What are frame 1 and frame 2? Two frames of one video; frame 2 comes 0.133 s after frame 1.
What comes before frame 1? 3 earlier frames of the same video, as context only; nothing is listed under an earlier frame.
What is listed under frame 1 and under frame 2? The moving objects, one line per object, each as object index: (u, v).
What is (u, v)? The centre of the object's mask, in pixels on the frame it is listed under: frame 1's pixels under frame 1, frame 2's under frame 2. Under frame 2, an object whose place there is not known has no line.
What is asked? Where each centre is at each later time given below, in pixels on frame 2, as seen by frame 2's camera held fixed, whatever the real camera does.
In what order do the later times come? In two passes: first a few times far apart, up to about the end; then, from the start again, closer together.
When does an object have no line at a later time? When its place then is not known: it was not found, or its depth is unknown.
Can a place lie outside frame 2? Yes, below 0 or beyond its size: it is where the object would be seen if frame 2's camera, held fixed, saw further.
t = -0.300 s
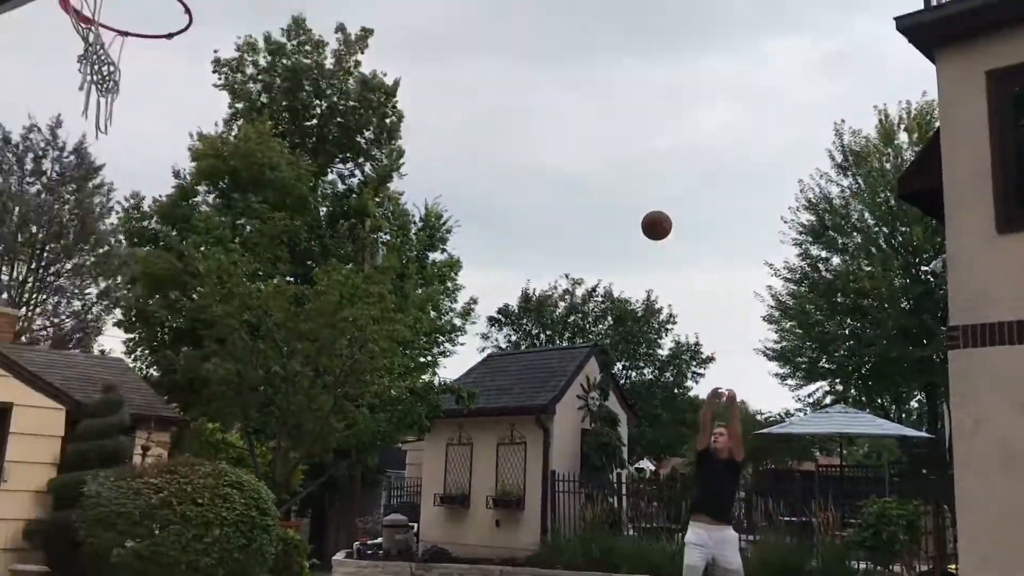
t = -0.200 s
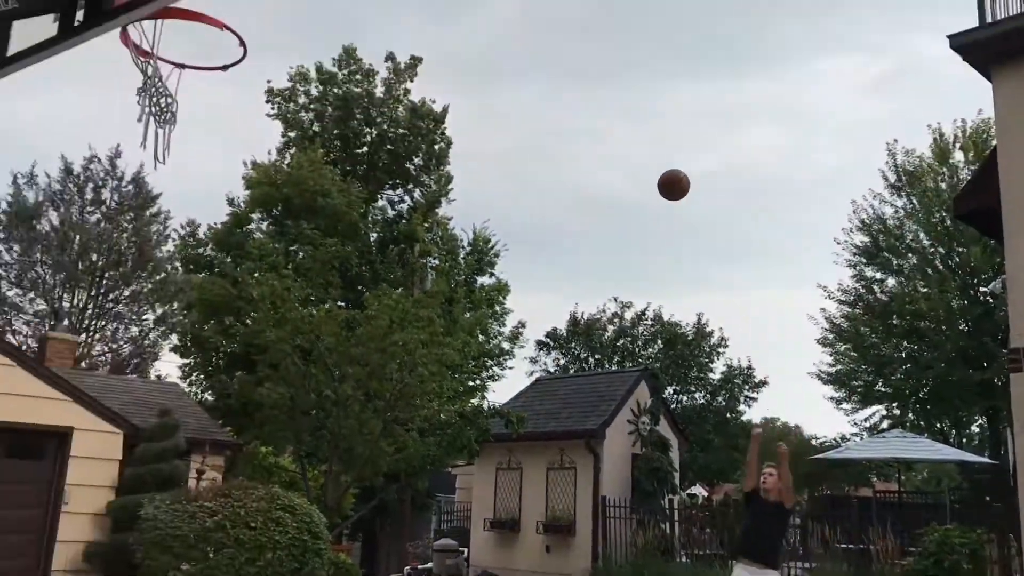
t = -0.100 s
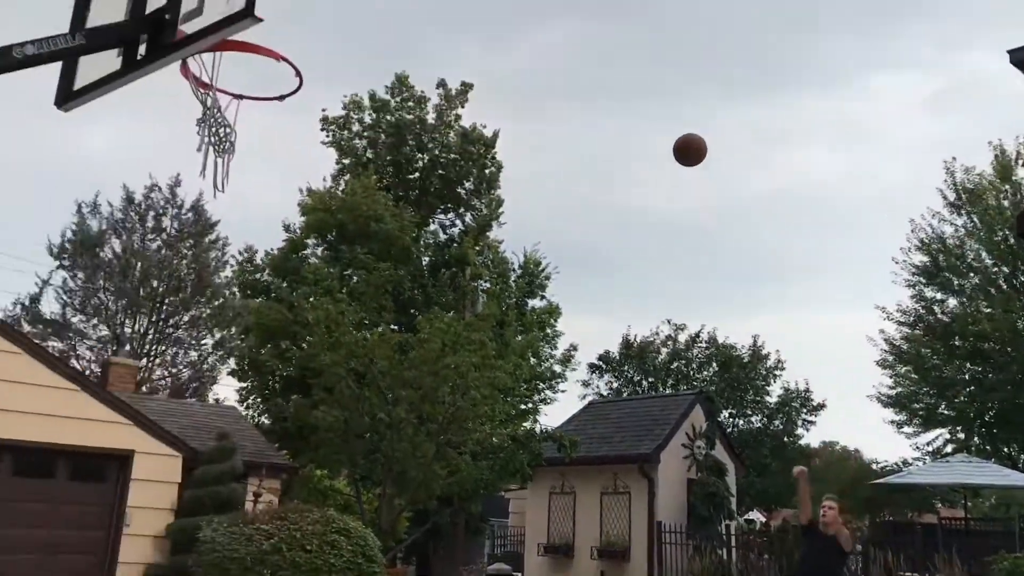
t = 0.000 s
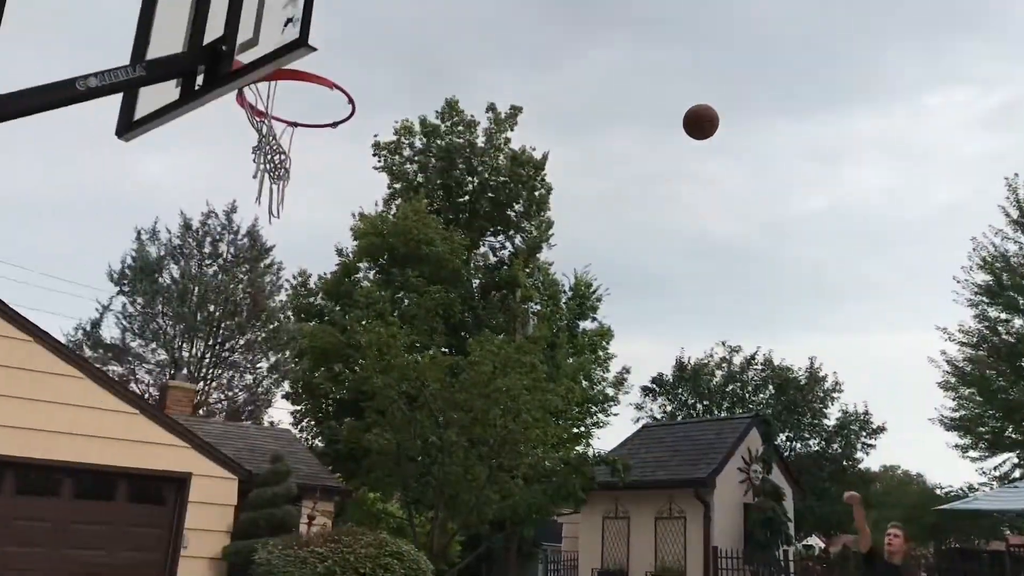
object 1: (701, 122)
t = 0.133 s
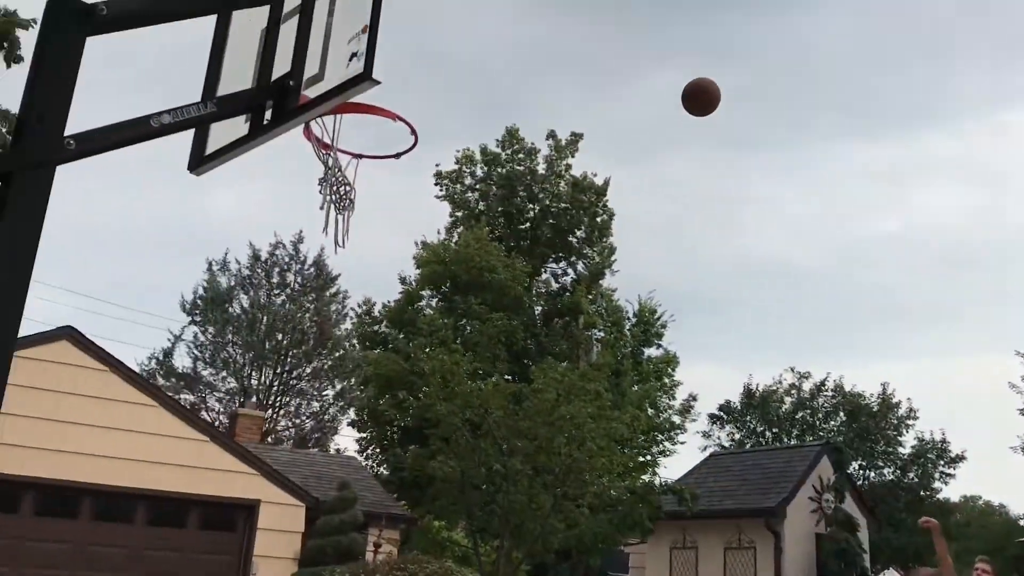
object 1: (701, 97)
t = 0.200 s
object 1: (668, 79)
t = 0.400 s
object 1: (541, 63)
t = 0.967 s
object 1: (337, 401)
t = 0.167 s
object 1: (684, 88)
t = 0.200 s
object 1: (668, 79)
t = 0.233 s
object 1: (649, 73)
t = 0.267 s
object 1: (630, 68)
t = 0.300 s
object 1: (609, 64)
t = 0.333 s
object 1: (587, 62)
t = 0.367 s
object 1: (565, 61)
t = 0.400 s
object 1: (541, 63)
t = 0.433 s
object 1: (516, 67)
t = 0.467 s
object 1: (489, 72)
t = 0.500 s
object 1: (461, 80)
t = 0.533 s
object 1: (430, 91)
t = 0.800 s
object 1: (341, 246)
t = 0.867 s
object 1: (343, 300)
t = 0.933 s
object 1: (342, 365)
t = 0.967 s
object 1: (337, 401)
